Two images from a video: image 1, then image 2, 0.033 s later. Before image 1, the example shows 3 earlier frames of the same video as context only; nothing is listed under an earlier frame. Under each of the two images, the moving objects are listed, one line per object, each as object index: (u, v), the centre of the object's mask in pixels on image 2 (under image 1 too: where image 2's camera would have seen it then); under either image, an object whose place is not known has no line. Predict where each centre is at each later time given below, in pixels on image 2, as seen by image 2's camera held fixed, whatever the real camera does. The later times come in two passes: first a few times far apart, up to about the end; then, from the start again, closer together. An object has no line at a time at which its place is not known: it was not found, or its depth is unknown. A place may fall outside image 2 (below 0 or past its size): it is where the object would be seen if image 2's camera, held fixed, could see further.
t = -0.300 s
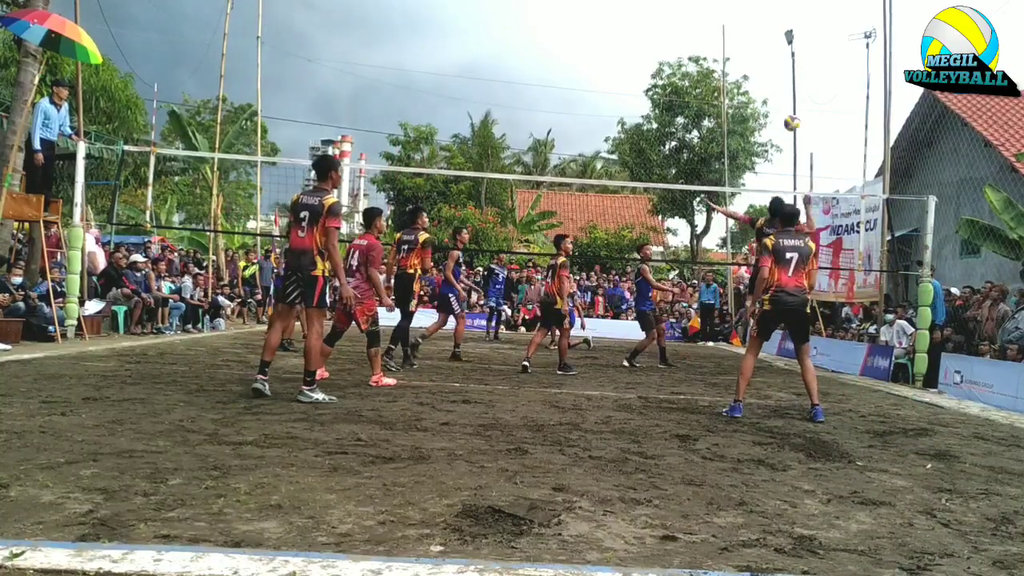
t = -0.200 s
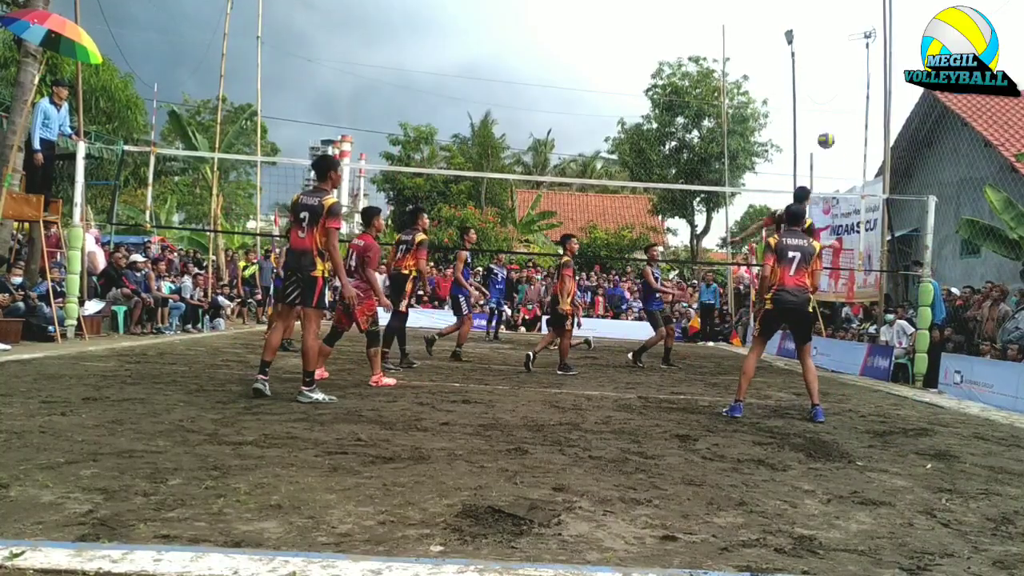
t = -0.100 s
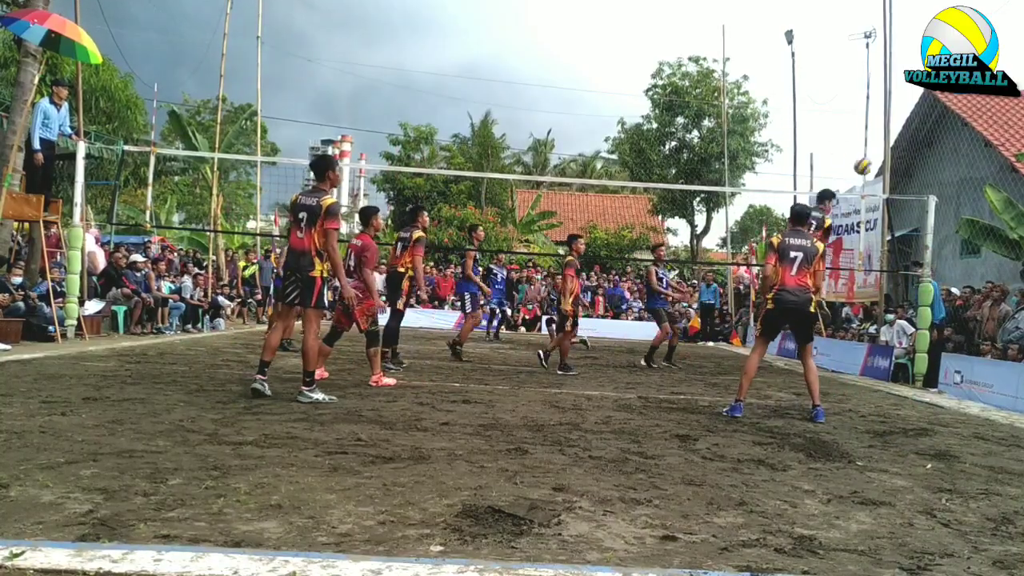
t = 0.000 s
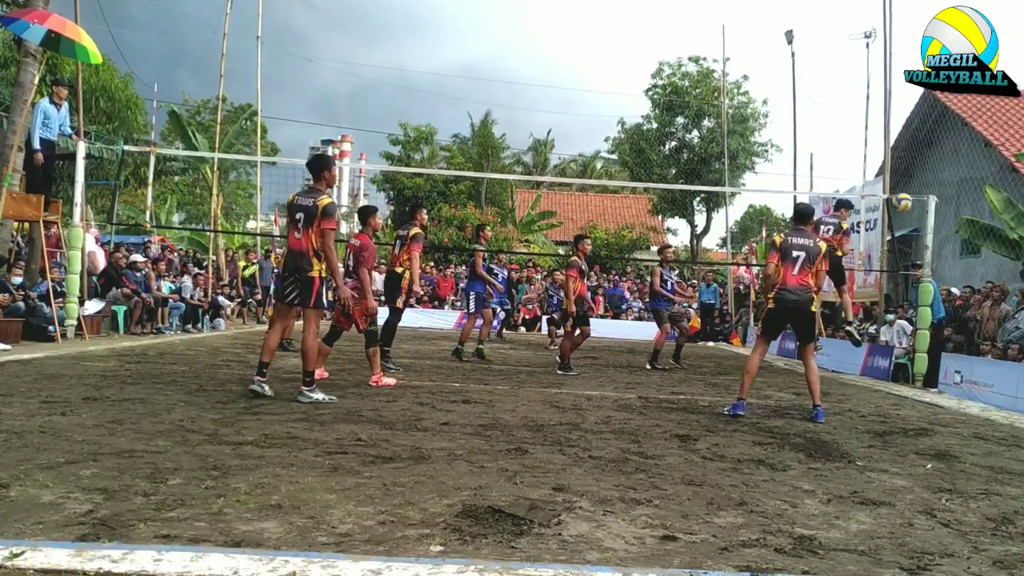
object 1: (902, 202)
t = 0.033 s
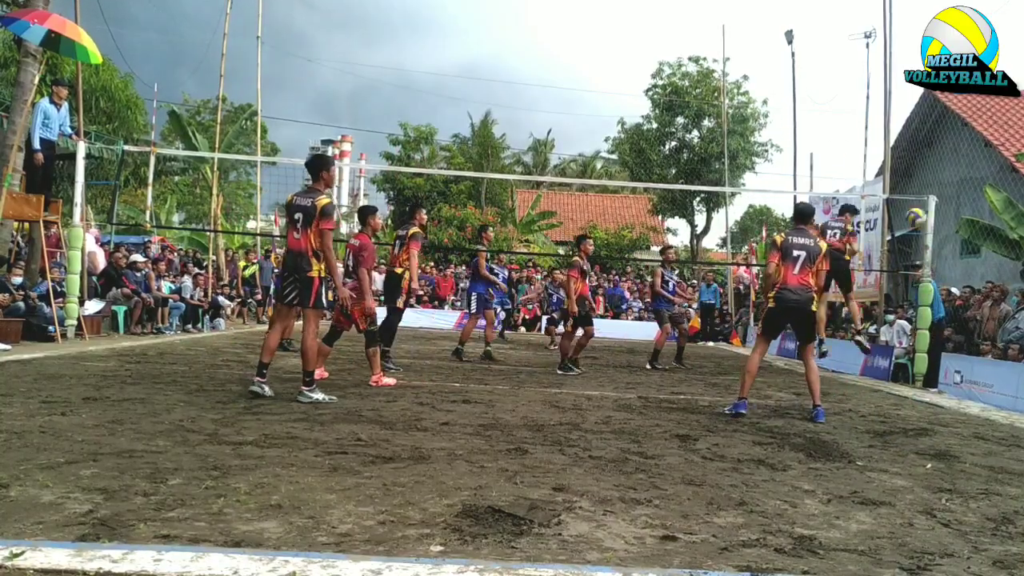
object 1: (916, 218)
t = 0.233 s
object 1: (1004, 336)
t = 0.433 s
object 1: (1005, 397)
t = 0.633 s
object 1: (975, 372)
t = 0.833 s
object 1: (941, 367)
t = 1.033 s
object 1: (899, 415)
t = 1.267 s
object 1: (855, 382)
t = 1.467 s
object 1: (812, 404)
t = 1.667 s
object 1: (768, 403)
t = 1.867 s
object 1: (720, 408)
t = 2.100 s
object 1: (651, 420)
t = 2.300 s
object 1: (578, 438)
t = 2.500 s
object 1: (498, 432)
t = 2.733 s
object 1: (387, 448)
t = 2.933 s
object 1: (276, 471)
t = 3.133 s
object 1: (146, 478)
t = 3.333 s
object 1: (15, 484)
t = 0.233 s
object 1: (1004, 336)
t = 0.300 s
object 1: (1016, 365)
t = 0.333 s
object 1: (1014, 372)
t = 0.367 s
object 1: (1012, 380)
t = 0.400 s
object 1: (1008, 387)
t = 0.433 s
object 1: (1005, 397)
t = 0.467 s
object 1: (1001, 407)
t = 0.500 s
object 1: (996, 398)
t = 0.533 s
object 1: (991, 390)
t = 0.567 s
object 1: (986, 382)
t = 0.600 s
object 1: (981, 377)
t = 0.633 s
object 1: (975, 372)
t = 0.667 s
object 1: (969, 367)
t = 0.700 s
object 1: (964, 365)
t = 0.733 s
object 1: (958, 364)
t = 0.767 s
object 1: (951, 364)
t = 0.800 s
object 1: (945, 365)
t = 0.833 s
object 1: (941, 367)
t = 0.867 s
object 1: (934, 372)
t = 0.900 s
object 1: (927, 377)
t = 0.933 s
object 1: (920, 384)
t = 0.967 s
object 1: (912, 392)
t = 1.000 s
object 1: (906, 402)
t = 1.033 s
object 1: (899, 415)
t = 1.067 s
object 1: (892, 412)
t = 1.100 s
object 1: (887, 404)
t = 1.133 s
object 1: (880, 397)
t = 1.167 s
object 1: (874, 391)
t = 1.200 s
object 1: (868, 387)
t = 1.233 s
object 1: (860, 383)
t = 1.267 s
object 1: (855, 382)
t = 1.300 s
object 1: (849, 382)
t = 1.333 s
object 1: (842, 383)
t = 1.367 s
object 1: (834, 386)
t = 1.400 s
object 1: (827, 389)
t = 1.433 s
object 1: (819, 396)
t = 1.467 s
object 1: (812, 404)
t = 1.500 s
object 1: (804, 414)
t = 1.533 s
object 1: (797, 424)
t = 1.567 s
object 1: (789, 421)
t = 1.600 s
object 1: (783, 414)
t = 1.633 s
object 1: (775, 408)
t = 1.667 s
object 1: (768, 403)
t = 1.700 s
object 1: (761, 400)
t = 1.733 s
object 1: (753, 398)
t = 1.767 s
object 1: (745, 397)
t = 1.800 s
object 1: (737, 400)
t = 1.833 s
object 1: (729, 403)
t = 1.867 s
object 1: (720, 408)
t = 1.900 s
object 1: (711, 416)
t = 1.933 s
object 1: (702, 424)
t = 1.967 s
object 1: (692, 437)
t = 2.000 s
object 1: (682, 437)
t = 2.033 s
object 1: (672, 429)
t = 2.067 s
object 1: (662, 424)
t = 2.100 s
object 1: (651, 420)
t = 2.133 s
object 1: (640, 418)
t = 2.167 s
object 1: (628, 417)
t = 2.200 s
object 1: (616, 420)
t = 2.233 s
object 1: (604, 424)
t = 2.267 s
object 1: (592, 430)
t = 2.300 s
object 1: (578, 438)
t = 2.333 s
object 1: (564, 450)
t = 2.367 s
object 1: (553, 443)
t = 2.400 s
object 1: (539, 437)
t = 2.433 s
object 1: (526, 433)
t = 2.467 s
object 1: (512, 432)
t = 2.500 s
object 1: (498, 432)
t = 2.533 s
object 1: (483, 434)
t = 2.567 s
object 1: (468, 439)
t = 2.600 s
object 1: (453, 446)
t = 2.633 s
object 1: (436, 457)
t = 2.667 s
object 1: (420, 458)
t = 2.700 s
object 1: (404, 452)
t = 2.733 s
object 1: (387, 448)
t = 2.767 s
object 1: (370, 446)
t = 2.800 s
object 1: (353, 448)
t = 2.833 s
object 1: (335, 451)
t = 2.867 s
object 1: (315, 457)
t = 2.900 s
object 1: (296, 466)
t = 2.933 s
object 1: (276, 471)
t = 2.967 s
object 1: (256, 467)
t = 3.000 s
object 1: (235, 466)
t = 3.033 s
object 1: (214, 468)
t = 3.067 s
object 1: (192, 472)
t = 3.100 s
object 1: (169, 479)
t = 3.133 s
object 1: (146, 478)
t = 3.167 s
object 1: (123, 478)
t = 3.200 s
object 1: (100, 480)
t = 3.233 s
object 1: (75, 486)
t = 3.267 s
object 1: (50, 488)
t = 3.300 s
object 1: (28, 485)
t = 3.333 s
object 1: (15, 484)
